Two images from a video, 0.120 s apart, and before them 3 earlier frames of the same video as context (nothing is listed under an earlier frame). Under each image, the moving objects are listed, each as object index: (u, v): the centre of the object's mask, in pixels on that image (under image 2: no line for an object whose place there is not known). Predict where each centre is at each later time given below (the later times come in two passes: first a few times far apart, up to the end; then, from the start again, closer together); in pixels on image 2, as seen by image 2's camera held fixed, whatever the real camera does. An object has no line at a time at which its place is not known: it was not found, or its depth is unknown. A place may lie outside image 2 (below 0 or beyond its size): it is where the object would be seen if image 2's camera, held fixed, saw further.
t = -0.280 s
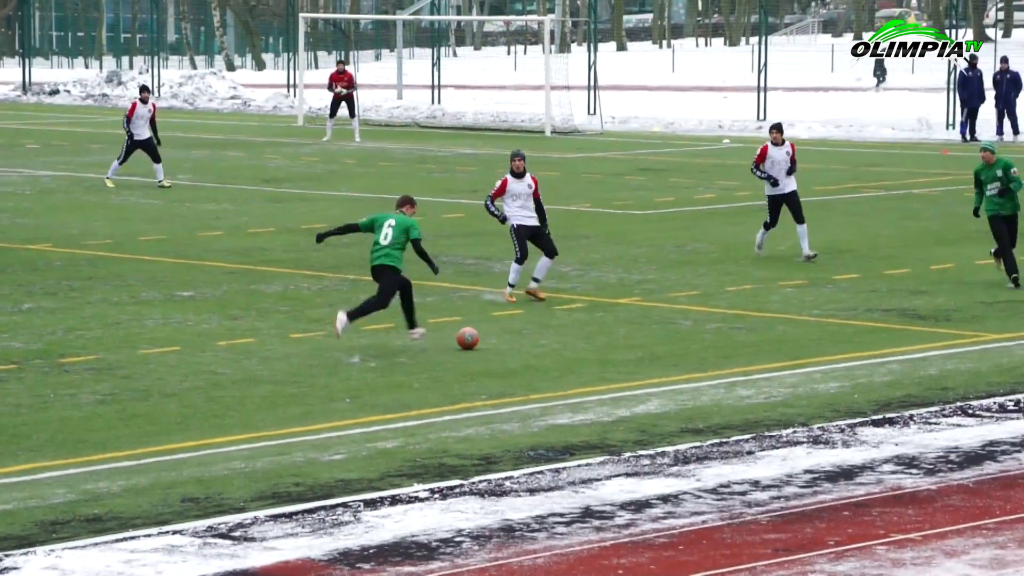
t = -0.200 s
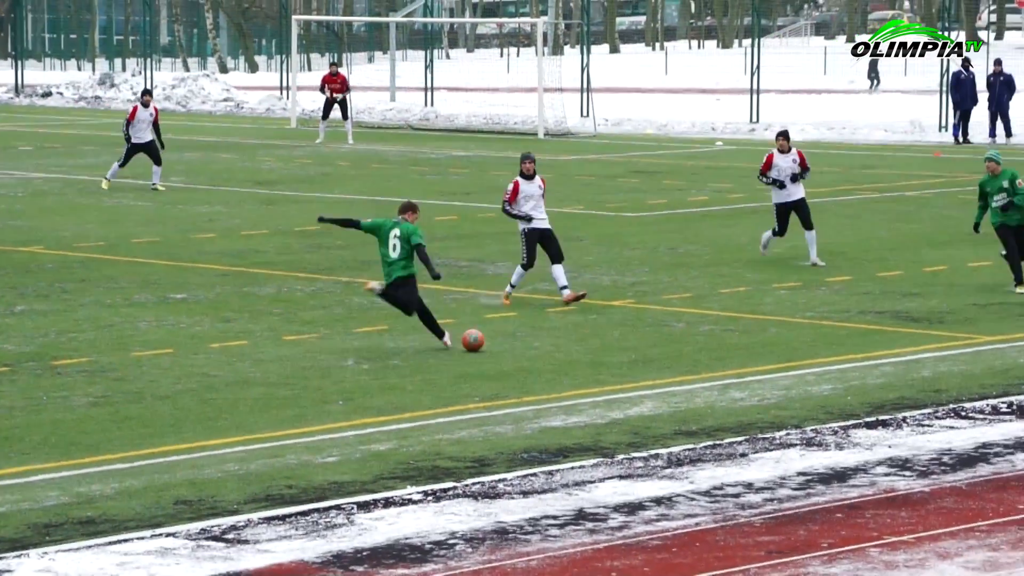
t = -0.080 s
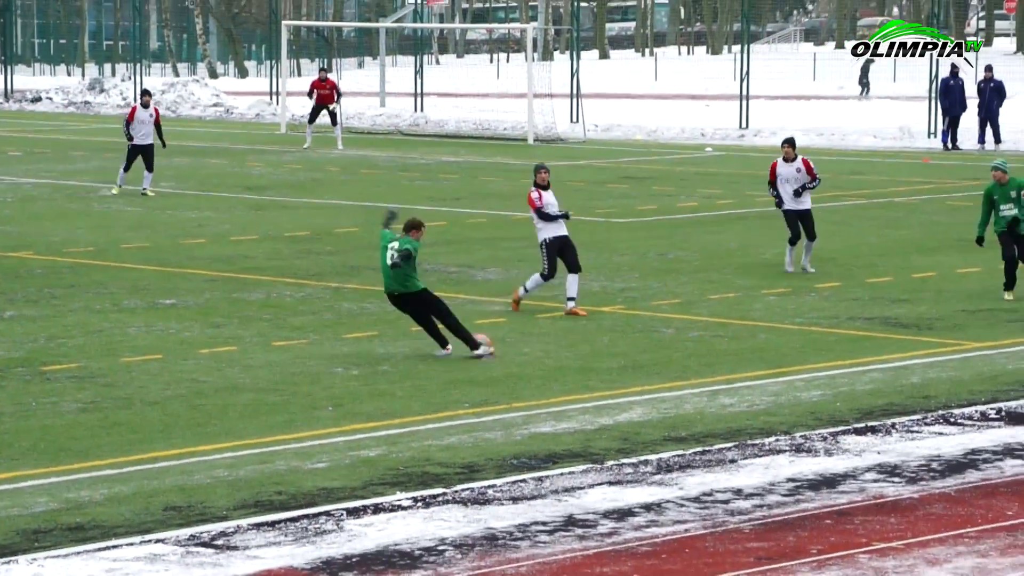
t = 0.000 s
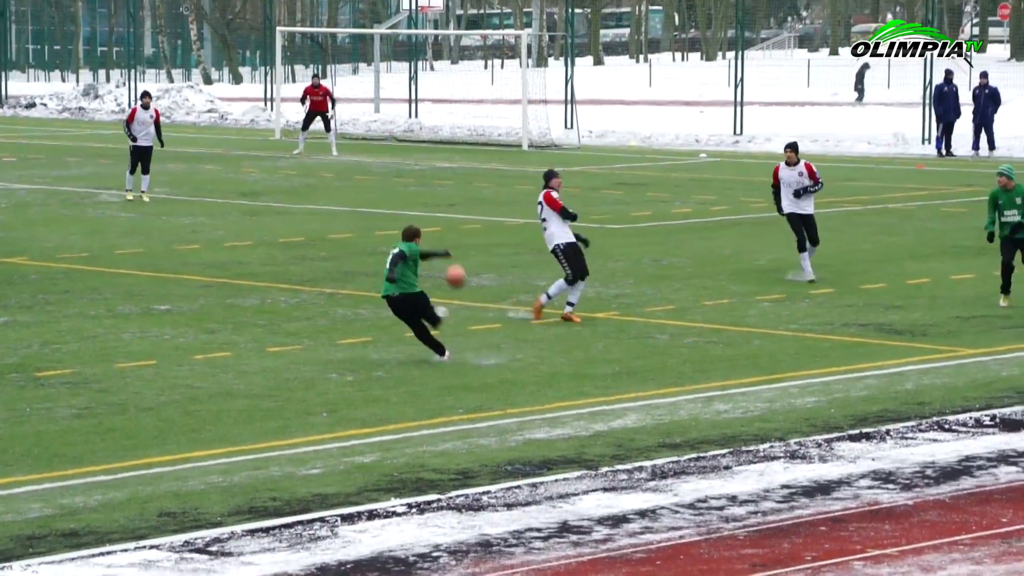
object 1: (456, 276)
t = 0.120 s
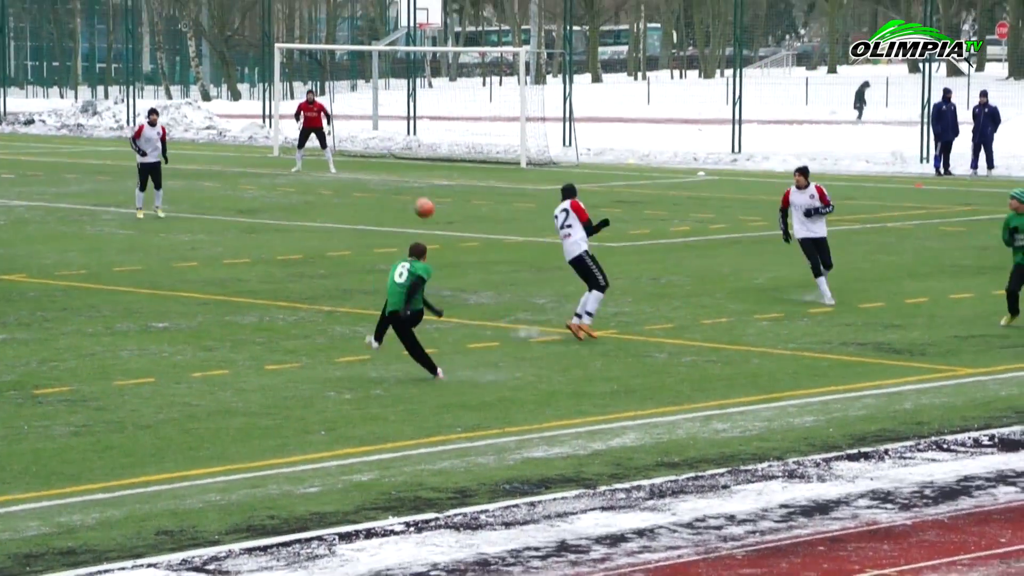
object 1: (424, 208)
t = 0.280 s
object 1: (381, 124)
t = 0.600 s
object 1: (299, 31)
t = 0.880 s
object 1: (228, 5)
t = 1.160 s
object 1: (155, 19)
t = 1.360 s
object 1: (102, 46)
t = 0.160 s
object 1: (414, 184)
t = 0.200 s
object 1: (403, 162)
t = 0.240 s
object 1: (392, 142)
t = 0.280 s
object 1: (381, 124)
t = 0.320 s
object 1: (371, 106)
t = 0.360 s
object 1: (361, 91)
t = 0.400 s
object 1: (351, 76)
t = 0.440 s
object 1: (341, 65)
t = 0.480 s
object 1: (329, 55)
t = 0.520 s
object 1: (319, 46)
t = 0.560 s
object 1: (310, 38)
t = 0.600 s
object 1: (299, 31)
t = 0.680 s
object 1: (279, 20)
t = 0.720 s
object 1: (268, 15)
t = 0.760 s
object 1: (258, 11)
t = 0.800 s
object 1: (248, 9)
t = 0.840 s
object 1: (238, 7)
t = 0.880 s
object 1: (228, 5)
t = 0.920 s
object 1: (217, 5)
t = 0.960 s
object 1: (208, 6)
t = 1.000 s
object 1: (198, 8)
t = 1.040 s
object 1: (188, 10)
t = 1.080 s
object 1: (177, 13)
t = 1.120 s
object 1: (166, 15)
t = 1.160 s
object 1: (155, 19)
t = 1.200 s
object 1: (144, 24)
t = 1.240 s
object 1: (133, 28)
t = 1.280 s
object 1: (123, 34)
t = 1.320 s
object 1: (113, 40)
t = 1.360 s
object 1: (102, 46)
